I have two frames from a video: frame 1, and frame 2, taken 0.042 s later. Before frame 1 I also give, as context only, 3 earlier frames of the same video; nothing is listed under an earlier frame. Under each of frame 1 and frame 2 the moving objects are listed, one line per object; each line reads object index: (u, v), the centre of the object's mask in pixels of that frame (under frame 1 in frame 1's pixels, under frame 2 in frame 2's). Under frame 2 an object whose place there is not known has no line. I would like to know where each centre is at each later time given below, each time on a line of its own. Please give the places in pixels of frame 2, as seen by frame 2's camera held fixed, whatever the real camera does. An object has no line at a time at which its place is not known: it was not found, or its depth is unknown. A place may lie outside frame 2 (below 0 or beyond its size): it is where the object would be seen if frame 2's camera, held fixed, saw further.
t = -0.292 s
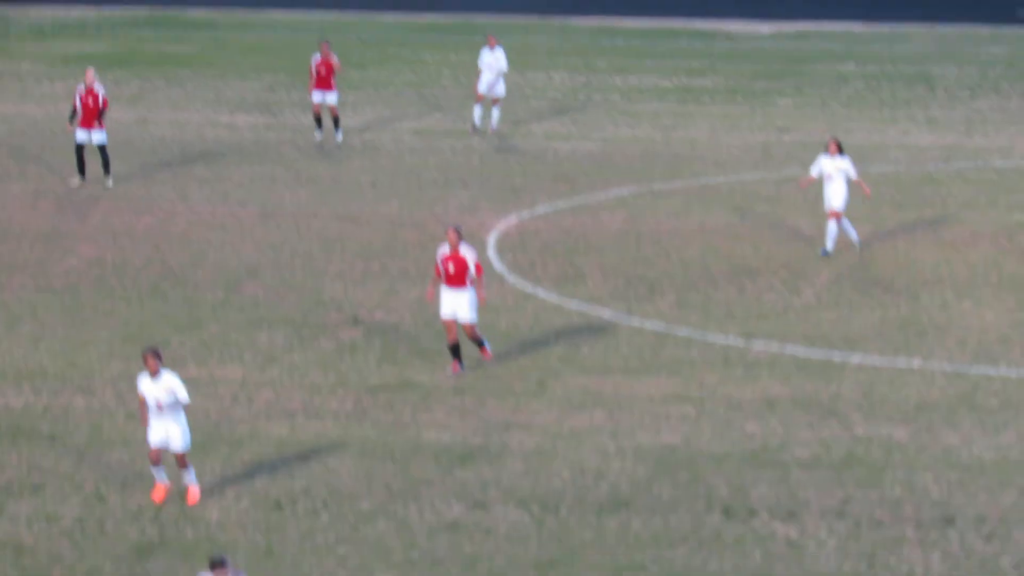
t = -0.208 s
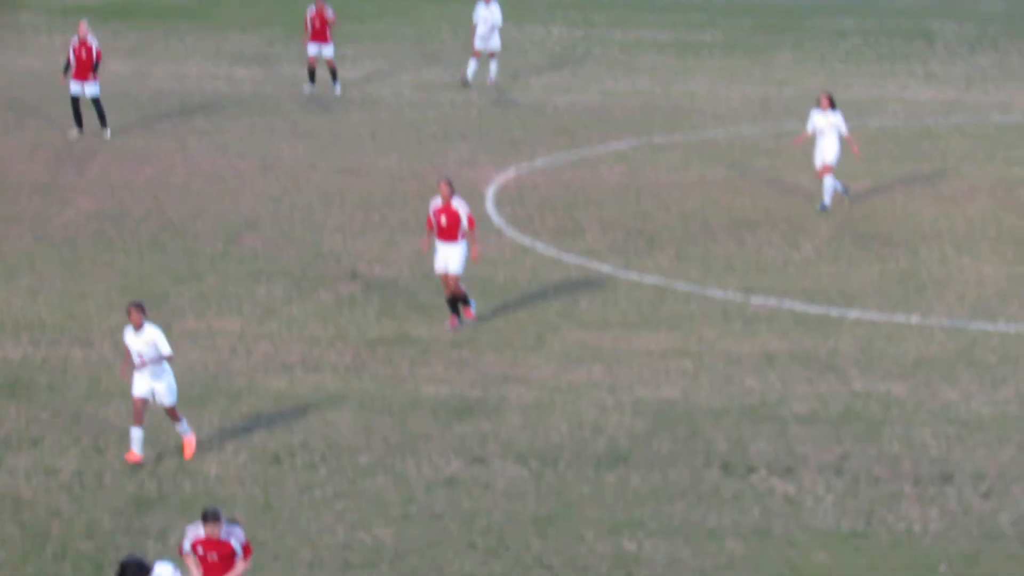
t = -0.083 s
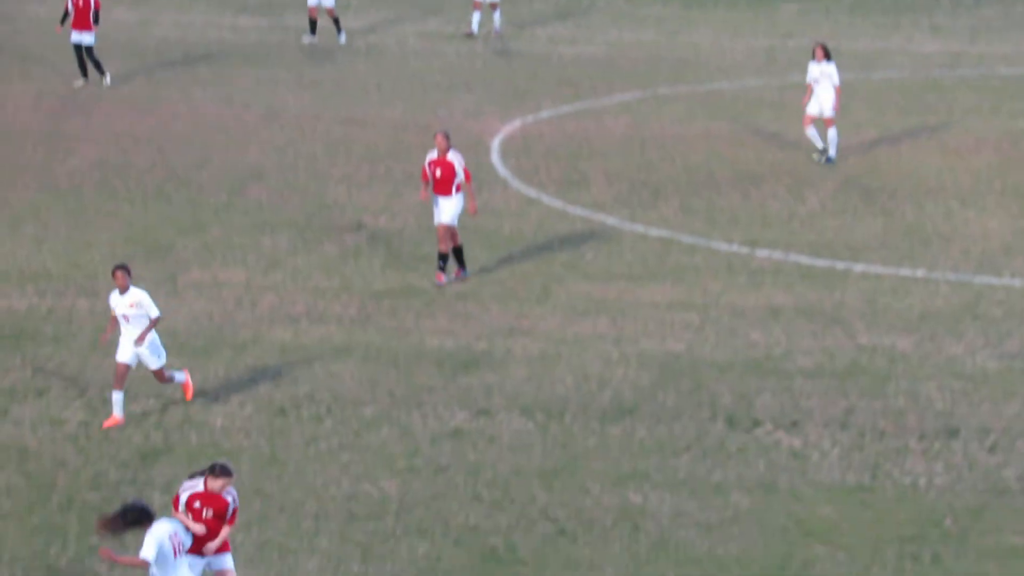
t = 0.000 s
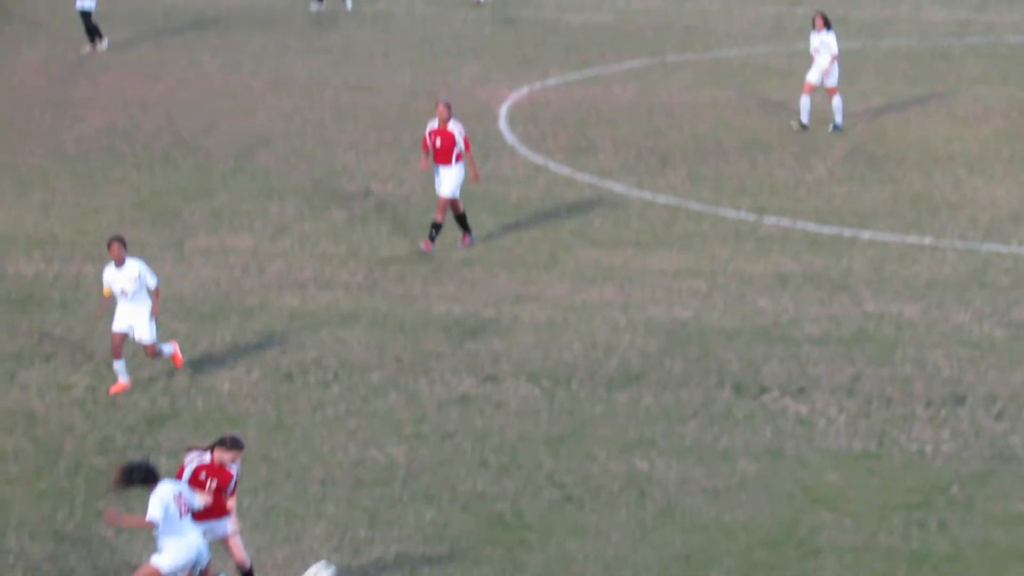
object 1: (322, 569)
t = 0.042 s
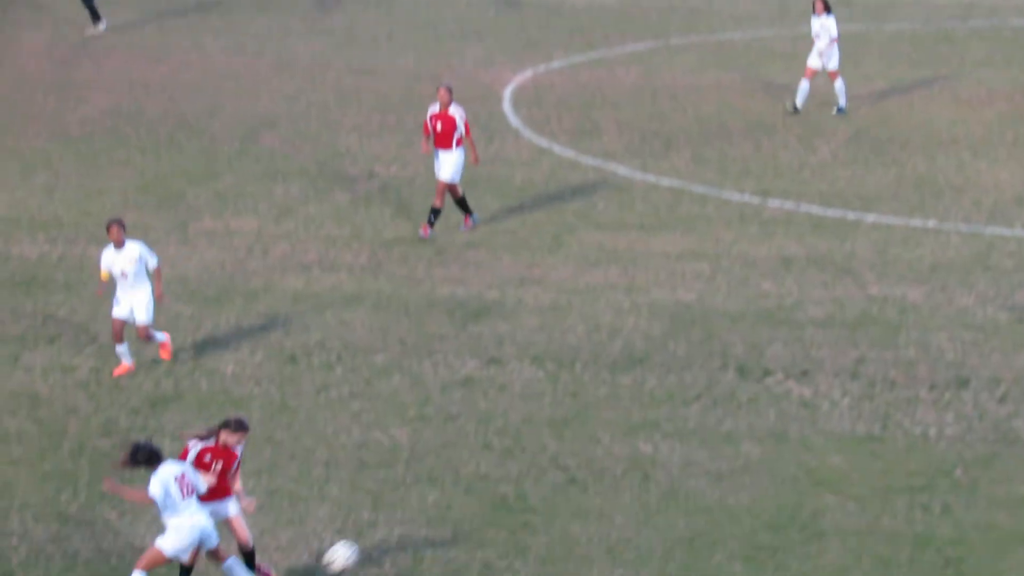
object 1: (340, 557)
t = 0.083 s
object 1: (359, 556)
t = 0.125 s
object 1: (377, 557)
